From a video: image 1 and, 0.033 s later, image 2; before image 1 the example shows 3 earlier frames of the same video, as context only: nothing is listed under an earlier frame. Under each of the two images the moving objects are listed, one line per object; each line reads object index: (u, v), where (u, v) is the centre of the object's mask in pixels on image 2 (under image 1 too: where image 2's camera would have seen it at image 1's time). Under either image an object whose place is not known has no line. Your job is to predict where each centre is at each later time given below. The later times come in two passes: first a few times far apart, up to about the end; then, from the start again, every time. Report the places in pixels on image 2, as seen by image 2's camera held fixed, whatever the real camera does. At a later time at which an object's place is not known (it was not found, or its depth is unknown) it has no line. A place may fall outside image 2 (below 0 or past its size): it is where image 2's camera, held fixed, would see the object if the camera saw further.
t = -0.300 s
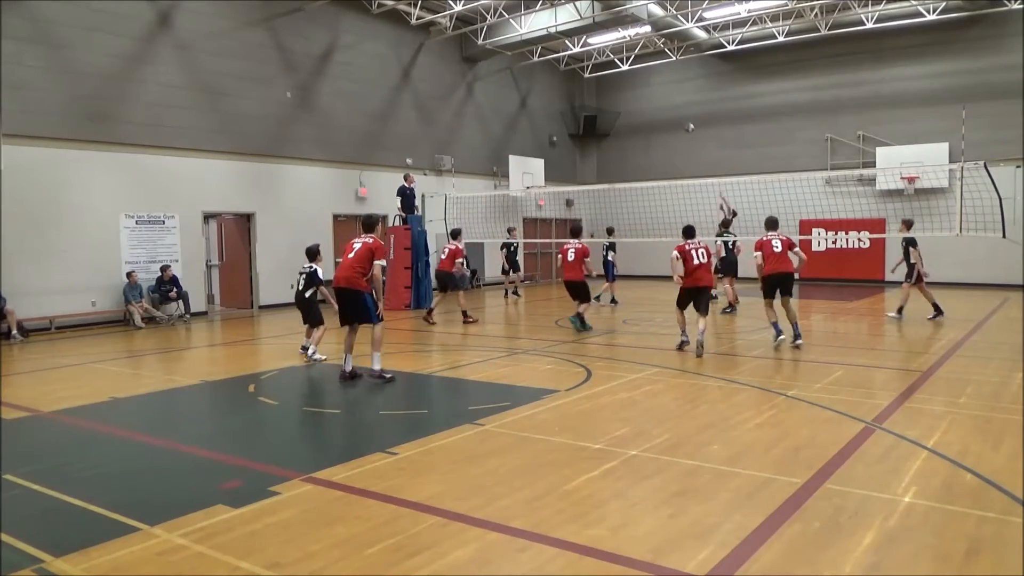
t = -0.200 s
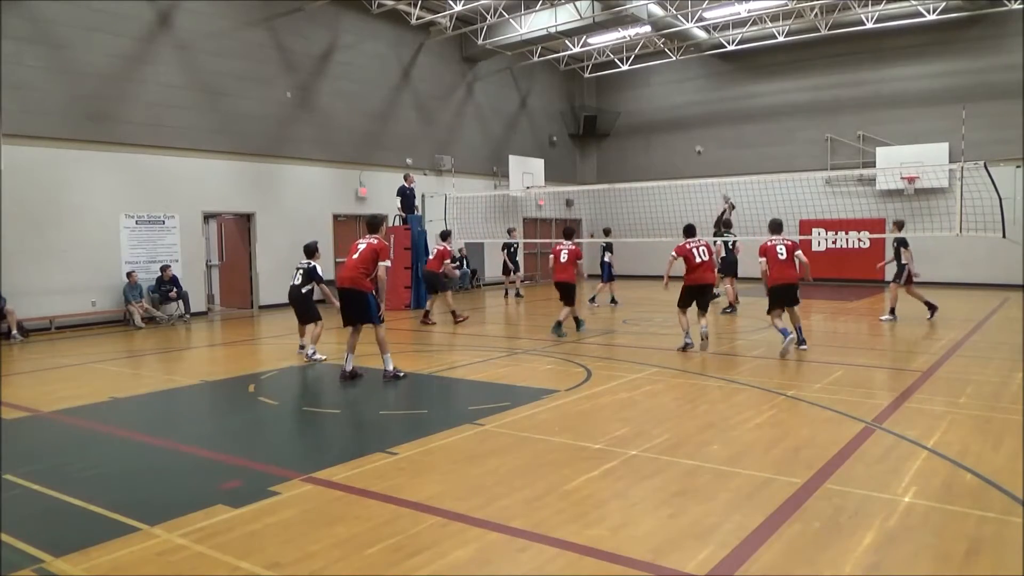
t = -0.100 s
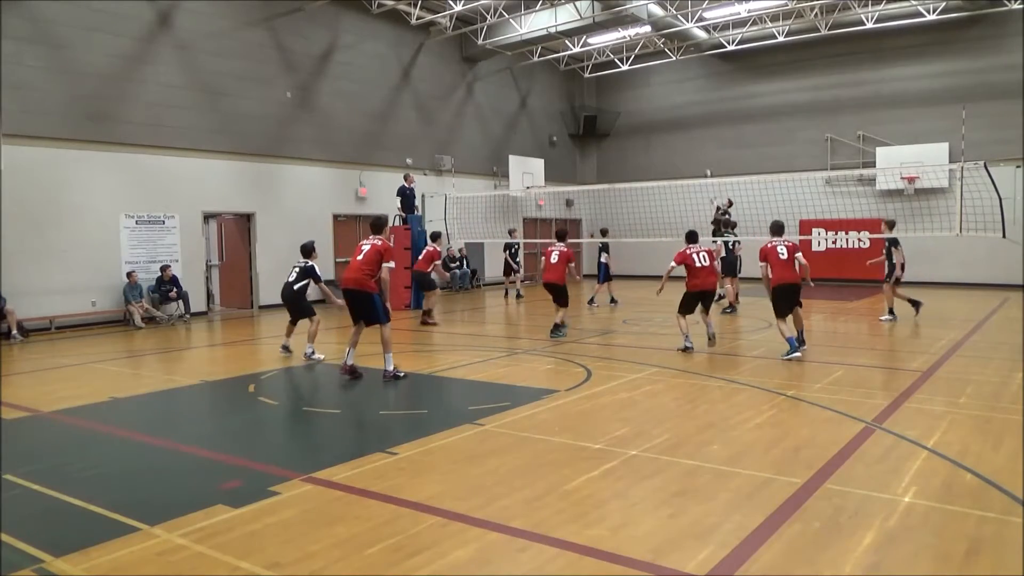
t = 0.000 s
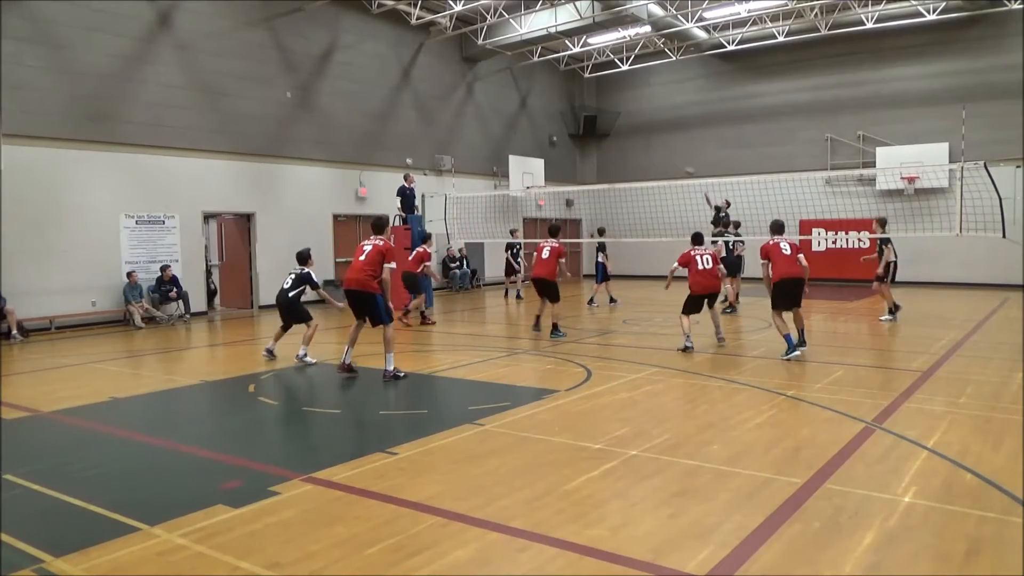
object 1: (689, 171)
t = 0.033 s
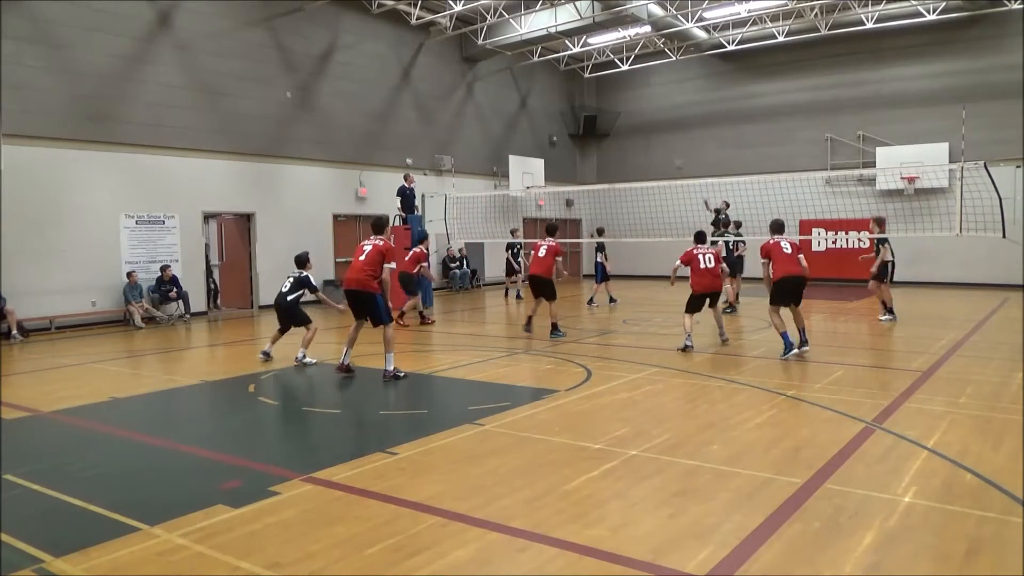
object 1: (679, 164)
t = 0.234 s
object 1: (603, 130)
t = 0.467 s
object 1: (493, 109)
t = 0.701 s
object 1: (342, 118)
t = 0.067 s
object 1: (667, 156)
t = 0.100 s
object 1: (655, 151)
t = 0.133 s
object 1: (643, 145)
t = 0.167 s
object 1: (631, 139)
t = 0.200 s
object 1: (617, 132)
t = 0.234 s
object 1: (603, 130)
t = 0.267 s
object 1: (590, 125)
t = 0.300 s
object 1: (576, 121)
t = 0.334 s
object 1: (561, 117)
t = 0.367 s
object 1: (544, 114)
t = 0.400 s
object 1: (528, 112)
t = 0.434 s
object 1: (511, 109)
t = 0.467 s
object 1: (493, 109)
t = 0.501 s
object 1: (475, 109)
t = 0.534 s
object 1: (455, 107)
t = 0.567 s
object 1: (434, 107)
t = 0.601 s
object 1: (413, 109)
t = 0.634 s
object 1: (391, 112)
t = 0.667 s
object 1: (367, 114)
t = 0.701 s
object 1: (342, 118)
